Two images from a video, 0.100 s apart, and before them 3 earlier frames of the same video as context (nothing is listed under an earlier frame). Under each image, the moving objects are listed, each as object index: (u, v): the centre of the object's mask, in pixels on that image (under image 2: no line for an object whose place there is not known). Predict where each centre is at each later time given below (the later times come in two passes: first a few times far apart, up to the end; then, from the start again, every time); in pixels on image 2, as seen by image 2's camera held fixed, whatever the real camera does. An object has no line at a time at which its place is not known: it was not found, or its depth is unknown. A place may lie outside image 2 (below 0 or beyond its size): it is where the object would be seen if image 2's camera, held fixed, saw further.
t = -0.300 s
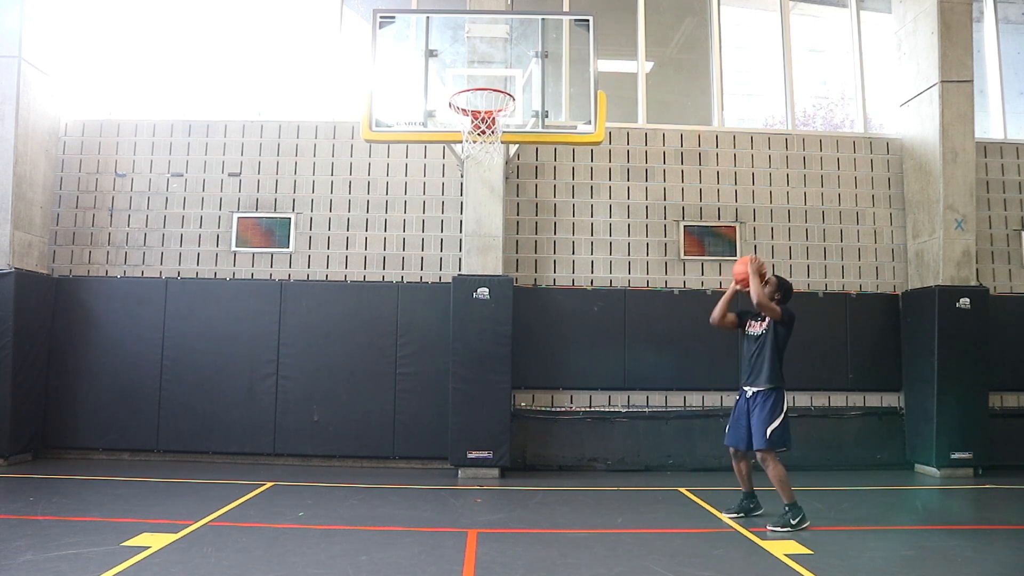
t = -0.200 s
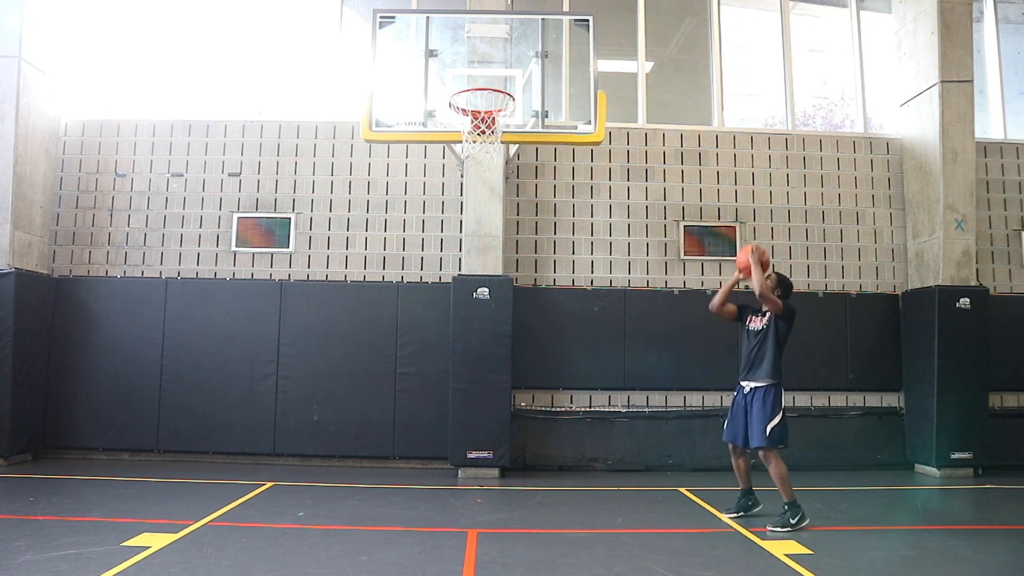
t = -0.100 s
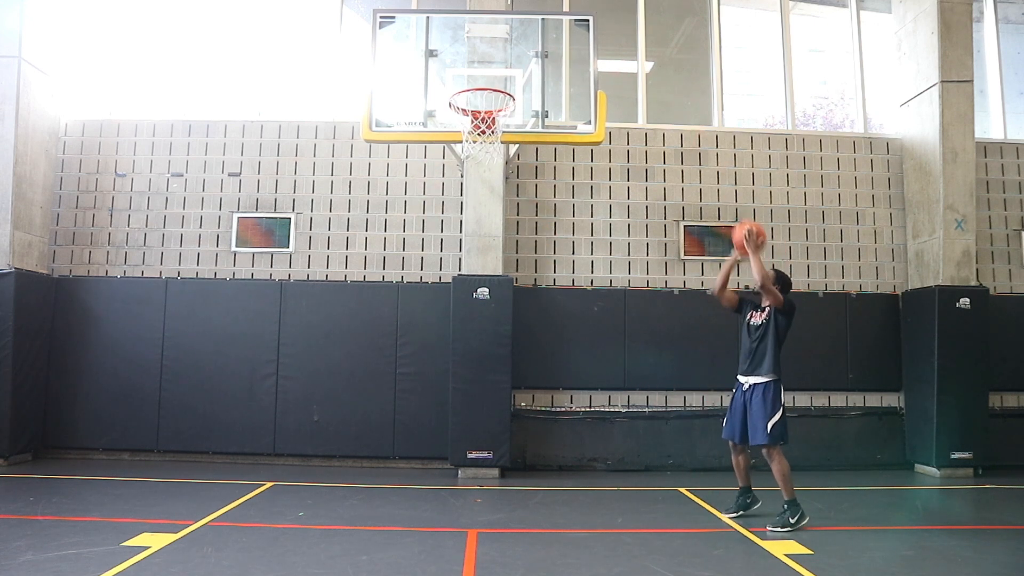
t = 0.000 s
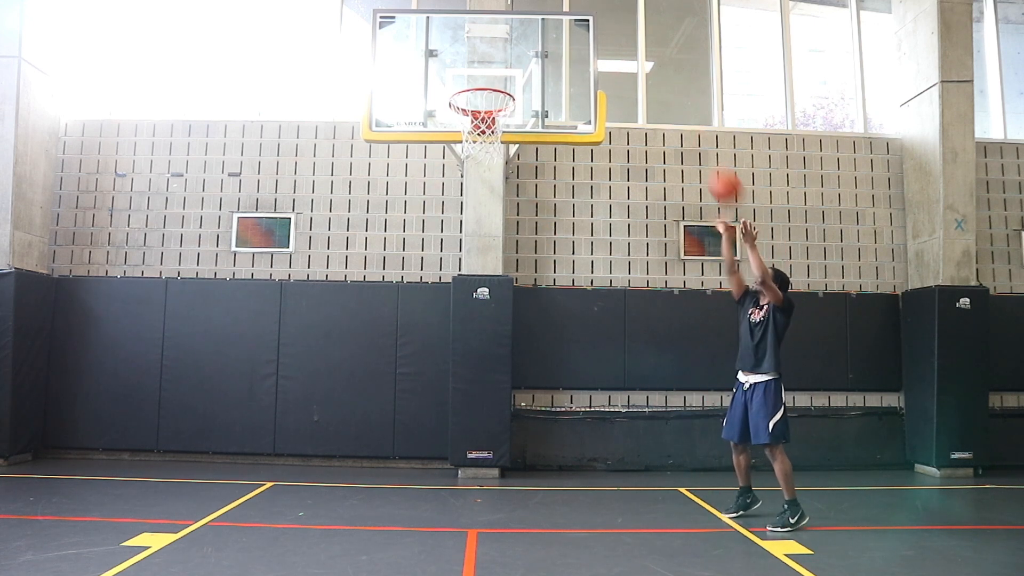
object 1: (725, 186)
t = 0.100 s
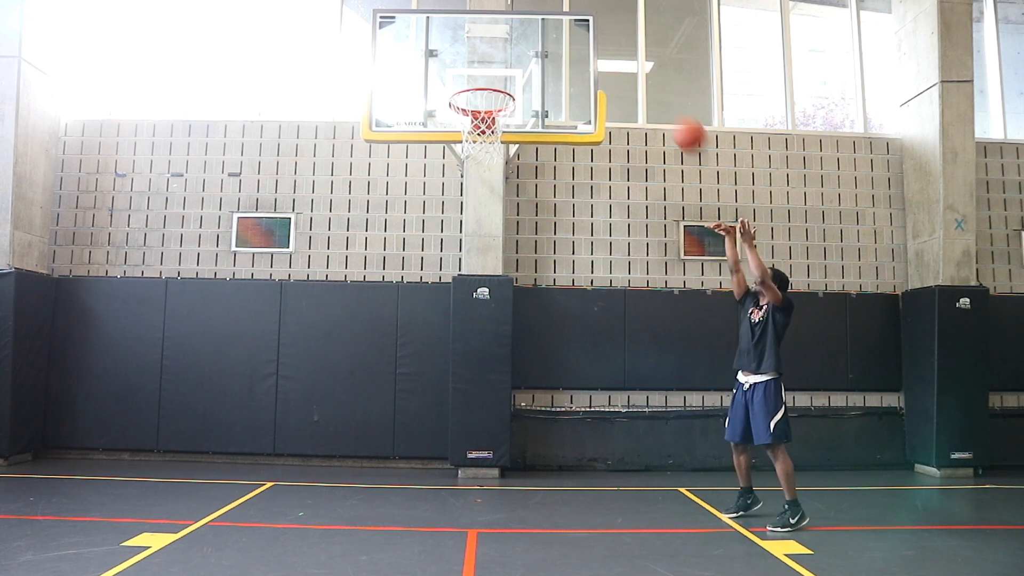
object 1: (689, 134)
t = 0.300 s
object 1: (620, 73)
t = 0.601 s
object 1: (520, 71)
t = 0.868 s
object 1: (449, 140)
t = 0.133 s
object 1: (676, 118)
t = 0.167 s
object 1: (665, 107)
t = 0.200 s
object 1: (656, 96)
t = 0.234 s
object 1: (642, 87)
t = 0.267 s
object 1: (630, 80)
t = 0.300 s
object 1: (620, 73)
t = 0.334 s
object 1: (608, 66)
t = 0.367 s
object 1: (595, 61)
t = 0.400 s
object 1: (584, 59)
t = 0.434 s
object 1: (573, 58)
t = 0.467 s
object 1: (562, 58)
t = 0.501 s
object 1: (553, 59)
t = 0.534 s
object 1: (541, 61)
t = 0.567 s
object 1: (532, 66)
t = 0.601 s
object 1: (520, 71)
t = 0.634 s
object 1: (508, 78)
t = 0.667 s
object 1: (497, 84)
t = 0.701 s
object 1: (485, 97)
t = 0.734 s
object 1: (473, 105)
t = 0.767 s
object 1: (459, 115)
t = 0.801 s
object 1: (454, 128)
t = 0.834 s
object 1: (452, 134)
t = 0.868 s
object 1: (449, 140)
